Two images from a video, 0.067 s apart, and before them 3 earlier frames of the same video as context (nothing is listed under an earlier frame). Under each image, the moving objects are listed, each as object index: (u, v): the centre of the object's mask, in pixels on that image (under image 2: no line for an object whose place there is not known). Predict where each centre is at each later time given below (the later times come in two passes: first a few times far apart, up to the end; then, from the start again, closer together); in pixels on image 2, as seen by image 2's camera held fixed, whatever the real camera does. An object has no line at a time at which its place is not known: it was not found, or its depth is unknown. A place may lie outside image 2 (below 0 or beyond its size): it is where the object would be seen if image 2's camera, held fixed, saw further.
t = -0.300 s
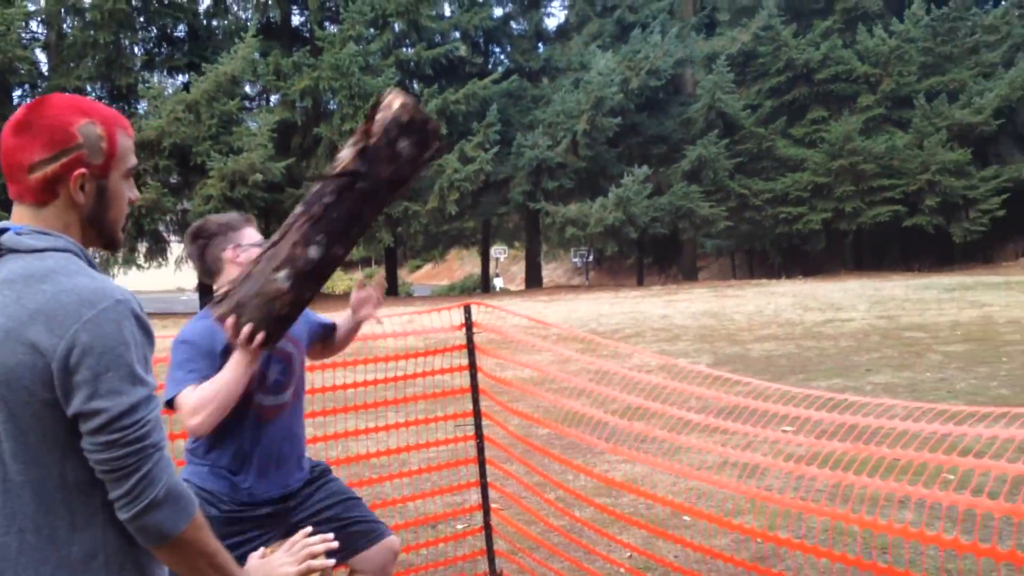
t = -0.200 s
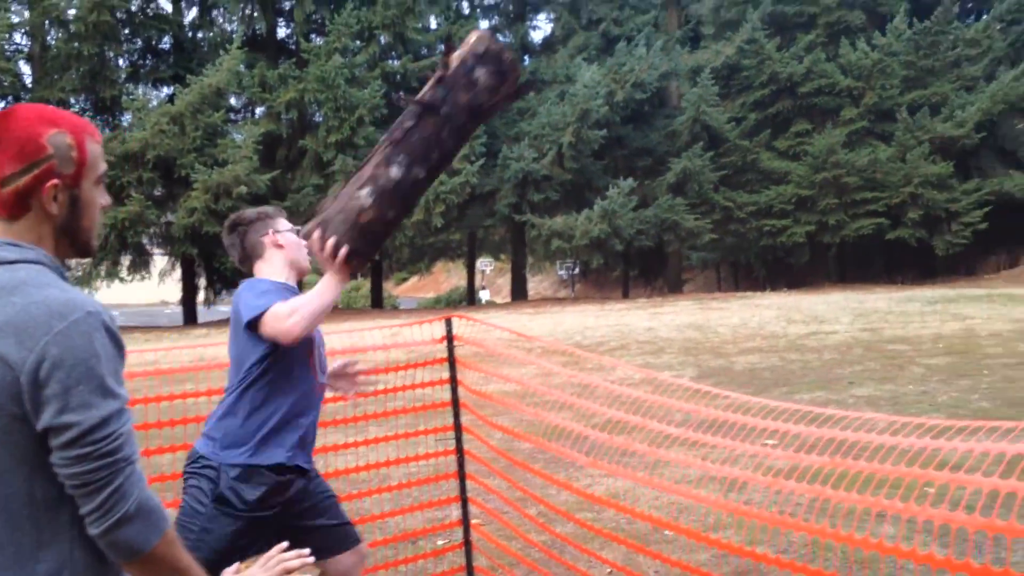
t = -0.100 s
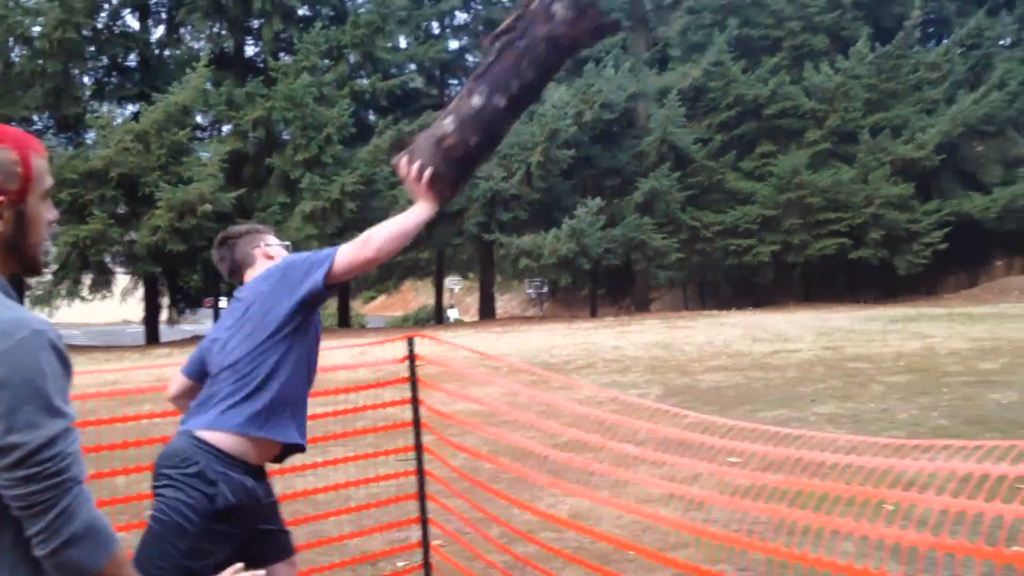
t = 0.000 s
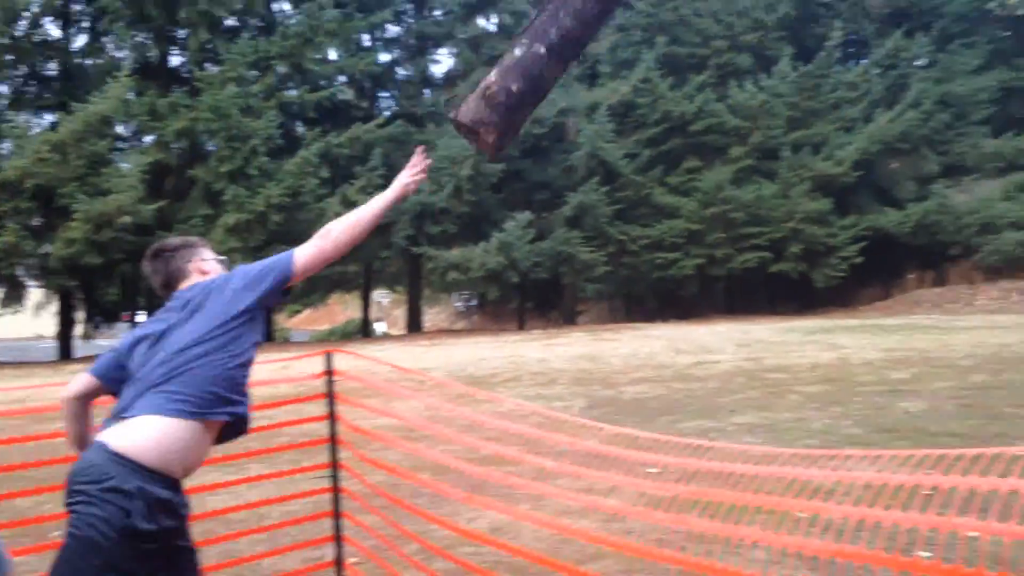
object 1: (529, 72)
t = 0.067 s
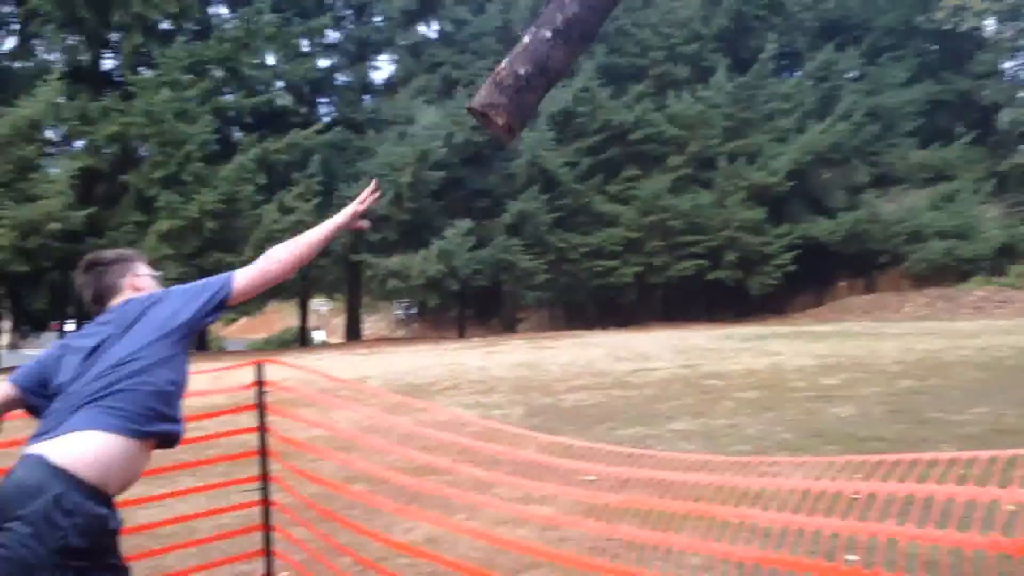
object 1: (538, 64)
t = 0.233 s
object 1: (707, 43)
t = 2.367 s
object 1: (1366, 493)
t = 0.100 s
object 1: (570, 58)
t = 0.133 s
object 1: (605, 53)
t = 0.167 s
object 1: (640, 47)
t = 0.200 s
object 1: (673, 46)
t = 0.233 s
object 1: (707, 43)
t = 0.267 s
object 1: (744, 41)
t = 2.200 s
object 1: (1359, 491)
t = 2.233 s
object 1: (1360, 491)
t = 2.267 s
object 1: (1360, 492)
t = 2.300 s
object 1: (1363, 492)
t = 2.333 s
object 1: (1366, 493)
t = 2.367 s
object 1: (1366, 493)
